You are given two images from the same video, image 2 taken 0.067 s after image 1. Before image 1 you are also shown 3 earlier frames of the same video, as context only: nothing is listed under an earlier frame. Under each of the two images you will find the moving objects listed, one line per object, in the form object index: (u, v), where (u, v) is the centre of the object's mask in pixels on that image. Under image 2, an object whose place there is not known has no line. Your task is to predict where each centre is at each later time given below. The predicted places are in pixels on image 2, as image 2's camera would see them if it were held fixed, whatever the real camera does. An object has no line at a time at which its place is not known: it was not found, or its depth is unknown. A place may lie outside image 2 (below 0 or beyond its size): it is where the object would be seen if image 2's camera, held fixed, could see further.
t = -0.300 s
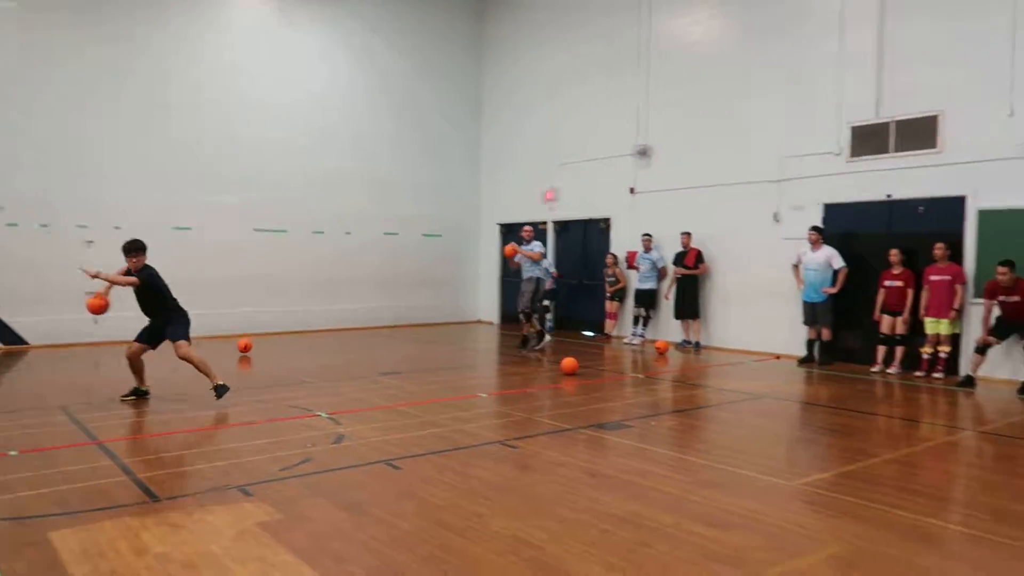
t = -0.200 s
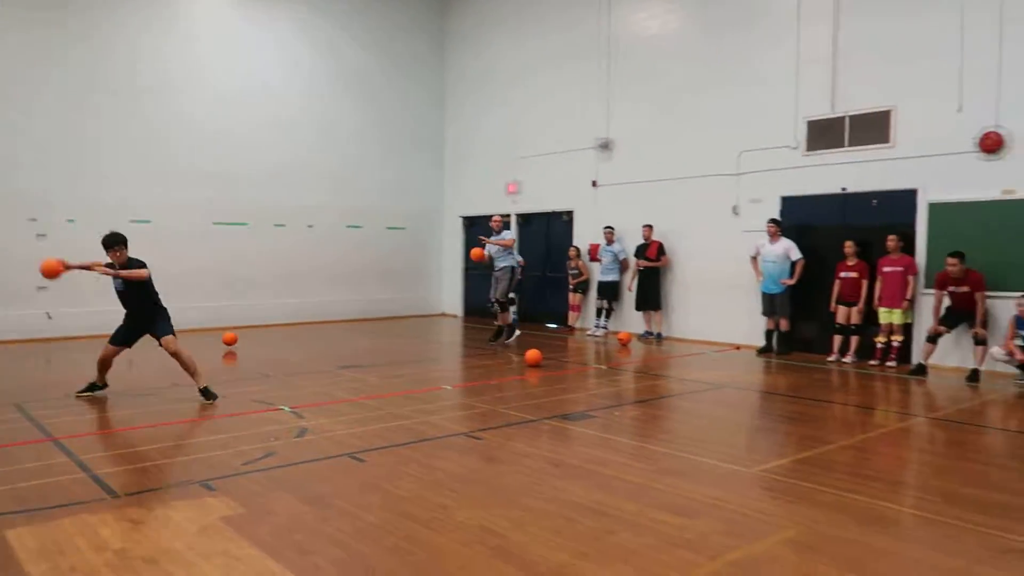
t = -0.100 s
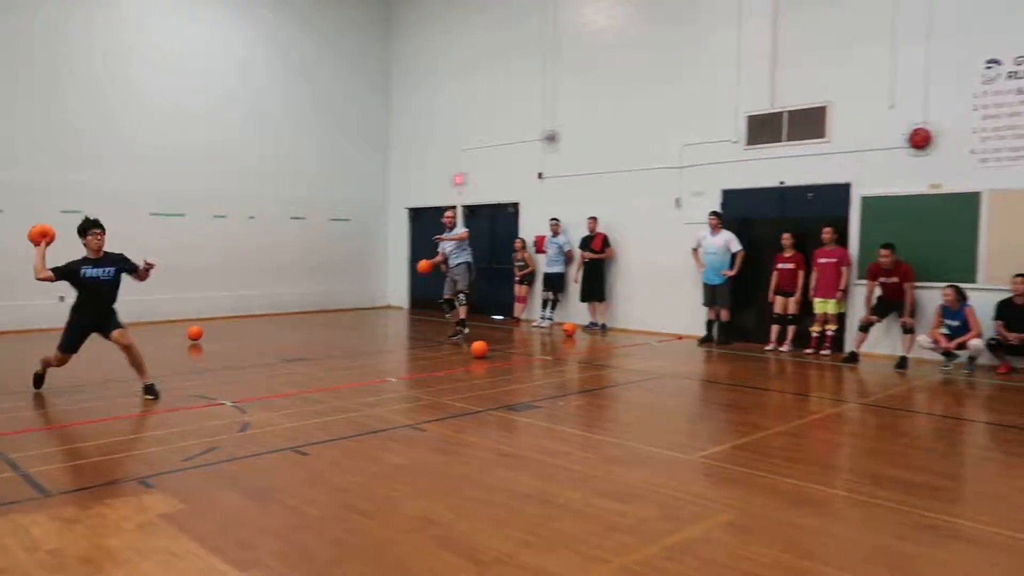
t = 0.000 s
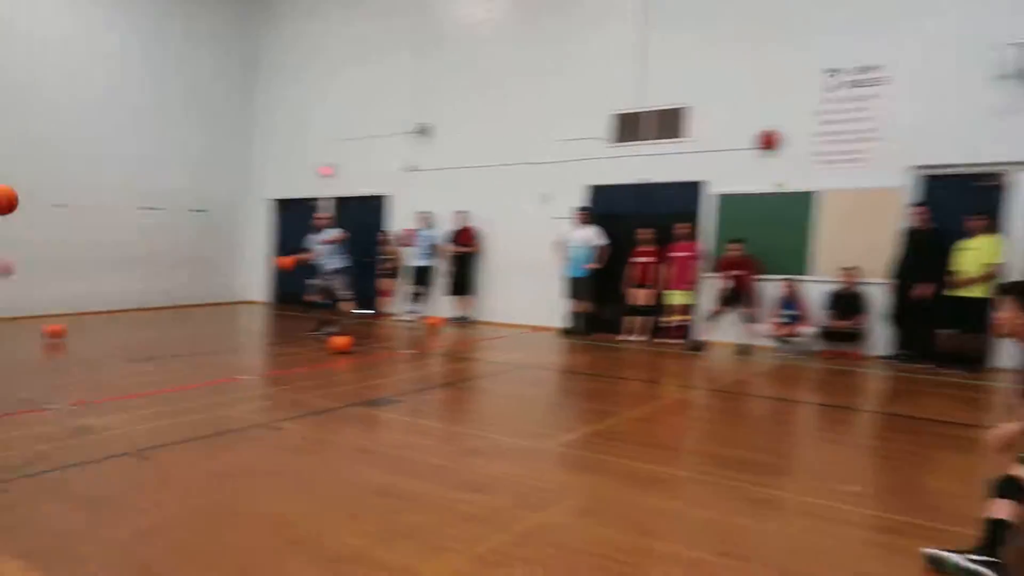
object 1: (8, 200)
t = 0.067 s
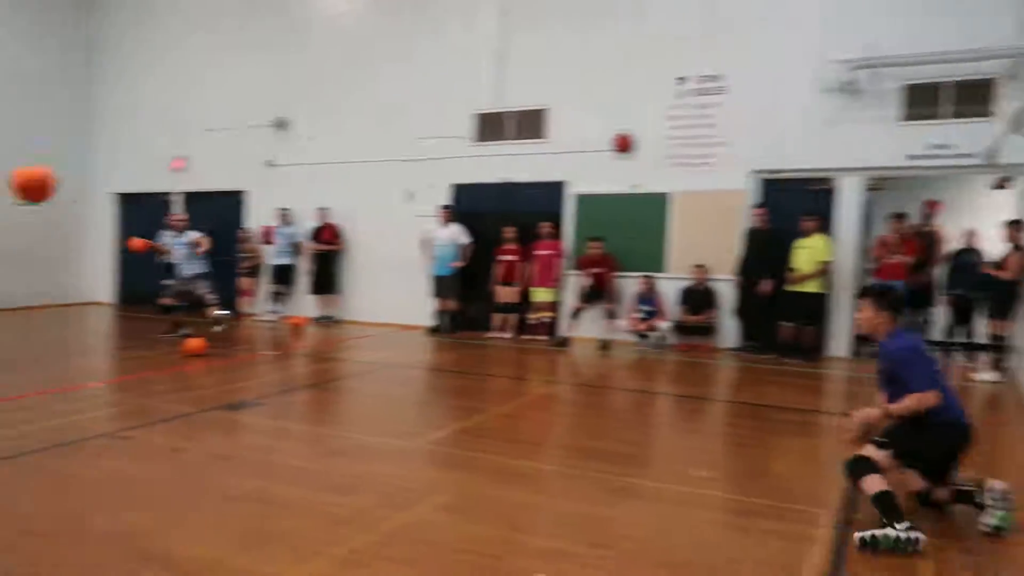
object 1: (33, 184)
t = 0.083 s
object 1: (97, 181)
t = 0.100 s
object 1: (164, 182)
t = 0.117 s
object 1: (234, 183)
